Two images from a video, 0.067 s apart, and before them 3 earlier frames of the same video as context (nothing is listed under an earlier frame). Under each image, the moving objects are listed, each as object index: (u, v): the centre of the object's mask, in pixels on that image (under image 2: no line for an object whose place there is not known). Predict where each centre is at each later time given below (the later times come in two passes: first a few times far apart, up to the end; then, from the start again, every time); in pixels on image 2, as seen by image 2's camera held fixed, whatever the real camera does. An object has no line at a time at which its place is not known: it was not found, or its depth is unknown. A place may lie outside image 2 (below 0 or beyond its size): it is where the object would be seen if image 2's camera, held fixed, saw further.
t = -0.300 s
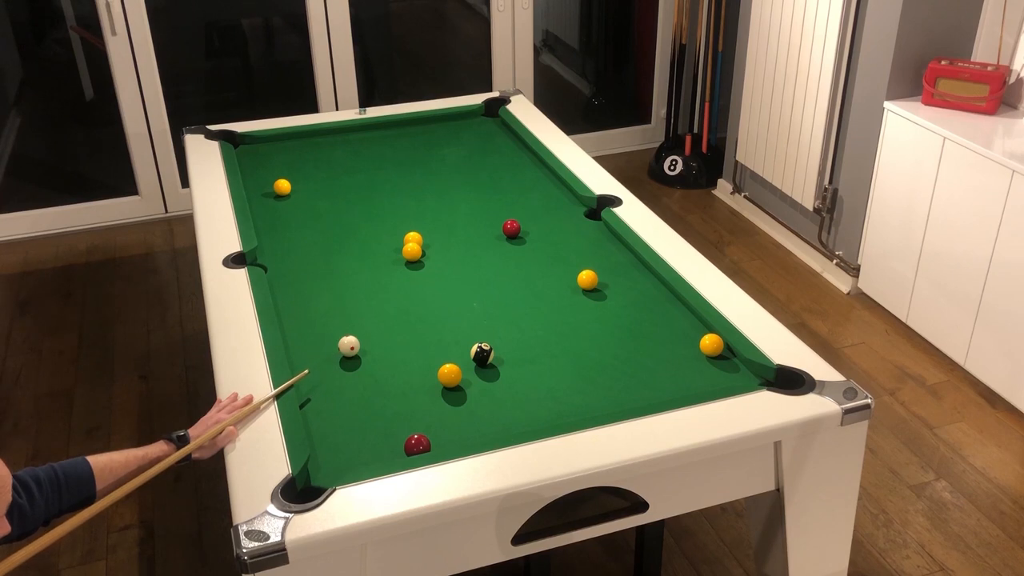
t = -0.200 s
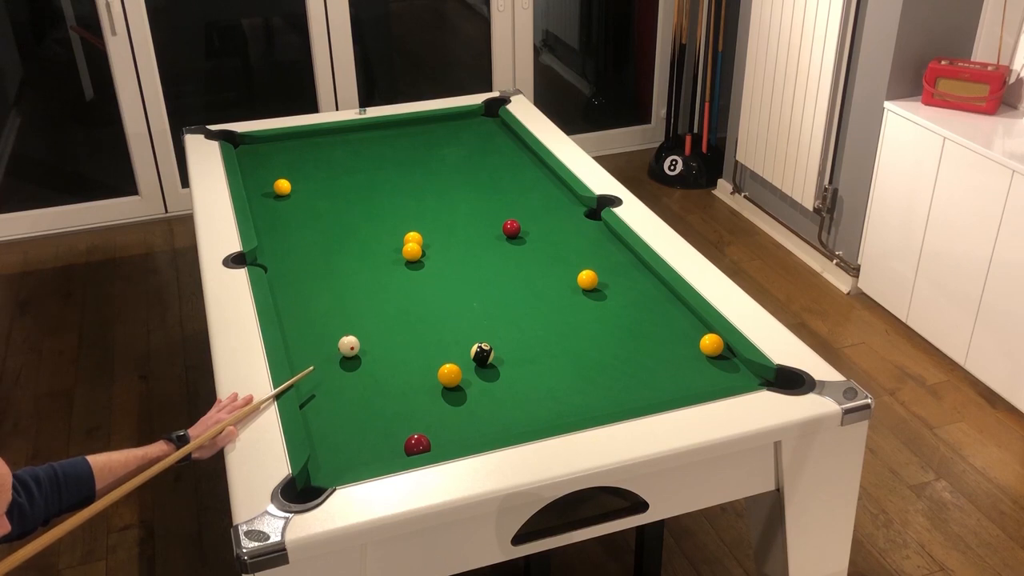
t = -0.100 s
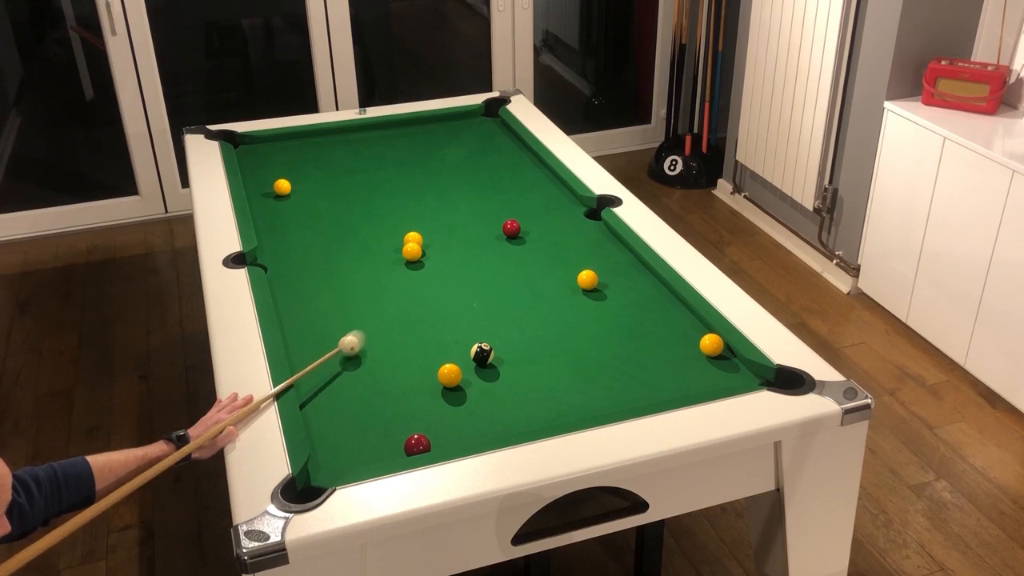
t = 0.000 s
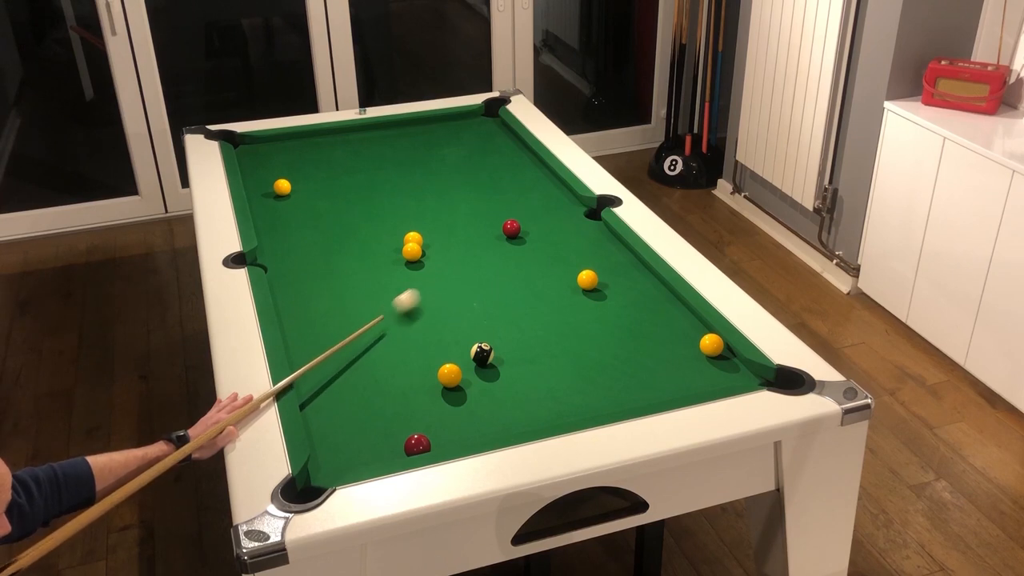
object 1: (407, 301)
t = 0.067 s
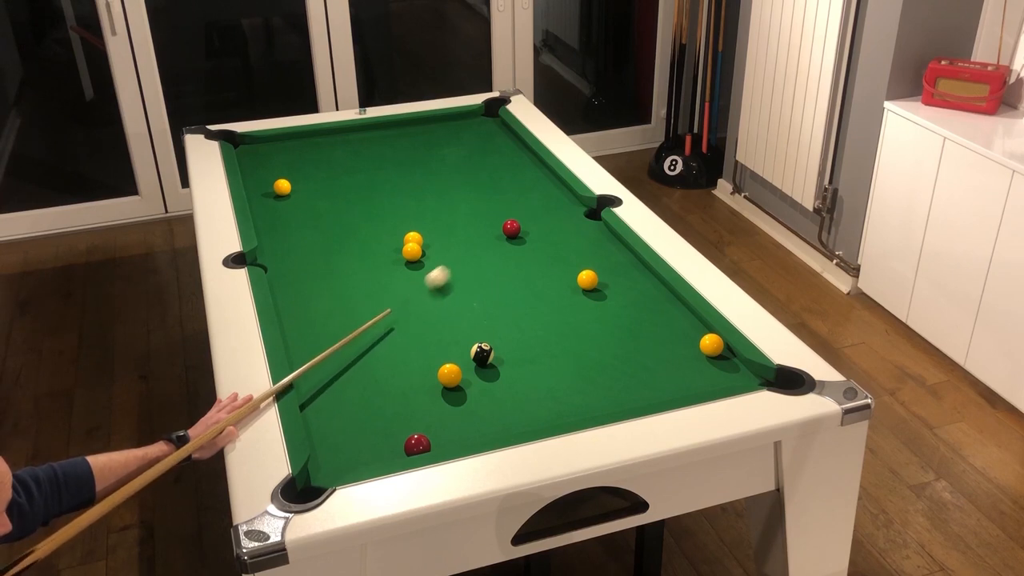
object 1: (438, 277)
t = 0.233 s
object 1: (492, 231)
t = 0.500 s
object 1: (467, 196)
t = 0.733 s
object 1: (456, 167)
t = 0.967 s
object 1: (447, 143)
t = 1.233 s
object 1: (437, 119)
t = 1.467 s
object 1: (451, 131)
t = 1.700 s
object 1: (464, 143)
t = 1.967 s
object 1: (480, 157)
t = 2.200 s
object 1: (494, 169)
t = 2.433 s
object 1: (508, 182)
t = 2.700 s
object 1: (524, 196)
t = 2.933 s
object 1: (539, 210)
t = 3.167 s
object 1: (554, 222)
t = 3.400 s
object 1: (568, 235)
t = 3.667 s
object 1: (585, 249)
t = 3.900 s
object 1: (599, 262)
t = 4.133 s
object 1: (614, 274)
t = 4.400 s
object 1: (630, 287)
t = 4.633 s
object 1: (643, 299)
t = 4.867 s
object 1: (656, 310)
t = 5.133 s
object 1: (670, 322)
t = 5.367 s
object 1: (681, 331)
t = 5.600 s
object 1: (690, 340)
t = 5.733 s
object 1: (689, 342)
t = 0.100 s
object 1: (451, 267)
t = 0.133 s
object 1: (465, 256)
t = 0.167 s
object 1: (477, 247)
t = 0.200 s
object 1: (490, 237)
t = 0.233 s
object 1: (492, 231)
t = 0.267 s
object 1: (487, 227)
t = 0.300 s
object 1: (482, 223)
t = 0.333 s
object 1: (478, 218)
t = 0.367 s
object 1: (475, 214)
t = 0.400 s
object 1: (473, 210)
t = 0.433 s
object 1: (471, 205)
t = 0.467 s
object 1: (469, 200)
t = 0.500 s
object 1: (467, 196)
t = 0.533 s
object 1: (466, 191)
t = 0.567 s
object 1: (464, 187)
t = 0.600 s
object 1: (462, 183)
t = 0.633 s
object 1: (461, 179)
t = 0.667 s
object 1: (459, 175)
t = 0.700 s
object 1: (458, 171)
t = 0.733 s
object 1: (456, 167)
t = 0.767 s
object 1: (455, 164)
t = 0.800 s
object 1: (453, 160)
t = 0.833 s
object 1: (452, 157)
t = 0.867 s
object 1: (450, 153)
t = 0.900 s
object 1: (449, 149)
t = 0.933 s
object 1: (448, 146)
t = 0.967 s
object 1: (447, 143)
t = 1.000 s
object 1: (445, 140)
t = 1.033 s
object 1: (444, 137)
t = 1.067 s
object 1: (443, 133)
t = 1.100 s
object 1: (442, 130)
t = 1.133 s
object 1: (440, 127)
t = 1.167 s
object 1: (439, 124)
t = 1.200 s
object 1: (438, 121)
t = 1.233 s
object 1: (437, 119)
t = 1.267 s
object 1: (439, 120)
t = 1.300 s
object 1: (441, 122)
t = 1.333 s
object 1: (443, 124)
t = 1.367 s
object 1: (445, 126)
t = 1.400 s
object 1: (447, 128)
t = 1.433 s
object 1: (449, 129)
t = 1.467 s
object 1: (451, 131)
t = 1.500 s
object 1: (453, 133)
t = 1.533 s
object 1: (455, 134)
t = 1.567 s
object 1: (457, 136)
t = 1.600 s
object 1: (458, 138)
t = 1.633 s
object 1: (460, 139)
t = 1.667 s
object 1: (462, 141)
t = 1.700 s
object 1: (464, 143)
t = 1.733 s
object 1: (466, 145)
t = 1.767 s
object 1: (468, 146)
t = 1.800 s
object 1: (470, 148)
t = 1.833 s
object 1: (472, 150)
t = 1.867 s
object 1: (474, 152)
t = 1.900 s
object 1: (476, 153)
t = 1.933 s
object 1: (478, 155)
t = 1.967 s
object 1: (480, 157)
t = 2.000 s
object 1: (482, 159)
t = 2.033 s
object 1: (484, 161)
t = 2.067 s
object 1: (486, 162)
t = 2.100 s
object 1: (488, 164)
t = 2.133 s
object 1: (490, 166)
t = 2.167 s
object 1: (492, 167)
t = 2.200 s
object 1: (494, 169)
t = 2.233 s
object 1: (496, 171)
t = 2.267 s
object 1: (498, 173)
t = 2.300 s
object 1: (500, 175)
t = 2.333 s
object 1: (502, 177)
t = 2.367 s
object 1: (504, 178)
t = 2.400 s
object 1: (506, 180)
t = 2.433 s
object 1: (508, 182)
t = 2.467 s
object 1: (510, 184)
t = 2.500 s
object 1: (512, 186)
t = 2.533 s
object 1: (514, 188)
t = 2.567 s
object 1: (516, 189)
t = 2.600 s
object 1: (518, 191)
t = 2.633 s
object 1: (520, 193)
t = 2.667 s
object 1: (522, 195)
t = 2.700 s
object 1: (524, 196)
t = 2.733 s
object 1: (527, 198)
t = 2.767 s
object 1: (529, 200)
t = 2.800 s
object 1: (531, 202)
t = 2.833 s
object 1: (533, 204)
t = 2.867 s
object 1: (535, 206)
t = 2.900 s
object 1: (537, 207)
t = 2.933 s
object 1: (539, 210)
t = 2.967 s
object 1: (541, 211)
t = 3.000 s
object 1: (543, 213)
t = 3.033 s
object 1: (545, 215)
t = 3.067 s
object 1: (547, 217)
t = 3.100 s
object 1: (549, 219)
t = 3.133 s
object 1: (551, 221)
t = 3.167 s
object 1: (554, 222)
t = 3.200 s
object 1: (555, 224)
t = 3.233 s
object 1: (558, 226)
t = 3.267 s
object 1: (560, 228)
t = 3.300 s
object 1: (562, 230)
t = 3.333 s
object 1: (564, 231)
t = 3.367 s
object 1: (566, 233)
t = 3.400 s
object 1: (568, 235)
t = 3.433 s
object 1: (570, 237)
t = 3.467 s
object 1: (572, 239)
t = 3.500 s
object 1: (574, 240)
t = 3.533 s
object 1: (577, 242)
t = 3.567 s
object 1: (579, 244)
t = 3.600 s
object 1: (581, 246)
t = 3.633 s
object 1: (583, 247)
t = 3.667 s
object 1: (585, 249)
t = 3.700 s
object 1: (587, 251)
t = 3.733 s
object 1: (589, 253)
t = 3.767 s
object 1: (591, 255)
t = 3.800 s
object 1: (593, 256)
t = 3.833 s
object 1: (595, 258)
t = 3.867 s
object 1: (598, 260)
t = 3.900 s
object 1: (599, 262)
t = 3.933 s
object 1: (602, 263)
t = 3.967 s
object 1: (604, 265)
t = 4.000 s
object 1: (606, 267)
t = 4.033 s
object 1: (608, 269)
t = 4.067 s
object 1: (610, 270)
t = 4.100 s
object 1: (612, 272)
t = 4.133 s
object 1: (614, 274)
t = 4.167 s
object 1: (616, 275)
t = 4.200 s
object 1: (618, 277)
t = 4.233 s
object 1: (620, 279)
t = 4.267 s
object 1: (622, 281)
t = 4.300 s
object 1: (624, 282)
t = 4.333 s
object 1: (626, 284)
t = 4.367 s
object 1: (628, 286)
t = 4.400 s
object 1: (630, 287)
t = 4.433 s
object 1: (632, 289)
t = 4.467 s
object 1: (634, 291)
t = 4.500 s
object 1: (636, 292)
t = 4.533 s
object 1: (638, 294)
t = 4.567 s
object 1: (639, 296)
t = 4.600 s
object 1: (641, 297)
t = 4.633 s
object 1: (643, 299)
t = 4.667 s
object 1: (645, 300)
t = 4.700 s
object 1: (647, 302)
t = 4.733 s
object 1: (649, 303)
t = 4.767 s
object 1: (651, 305)
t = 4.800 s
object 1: (653, 306)
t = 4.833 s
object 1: (655, 308)
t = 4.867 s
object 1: (656, 310)
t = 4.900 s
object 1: (658, 311)
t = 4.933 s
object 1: (660, 313)
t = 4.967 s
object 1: (662, 314)
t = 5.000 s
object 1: (664, 316)
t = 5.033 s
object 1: (665, 317)
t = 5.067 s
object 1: (667, 319)
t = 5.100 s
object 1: (669, 320)
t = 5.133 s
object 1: (670, 322)
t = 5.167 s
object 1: (672, 323)
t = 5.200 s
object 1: (674, 325)
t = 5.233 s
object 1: (675, 326)
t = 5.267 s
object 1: (677, 328)
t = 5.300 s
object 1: (678, 329)
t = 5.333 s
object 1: (680, 330)
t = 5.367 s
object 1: (681, 331)
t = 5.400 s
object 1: (683, 333)
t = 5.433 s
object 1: (684, 334)
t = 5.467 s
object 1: (686, 335)
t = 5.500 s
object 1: (687, 337)
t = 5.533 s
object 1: (688, 338)
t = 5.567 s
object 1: (689, 339)
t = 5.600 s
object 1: (690, 340)
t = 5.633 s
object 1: (689, 341)
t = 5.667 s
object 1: (689, 341)
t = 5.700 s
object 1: (689, 342)
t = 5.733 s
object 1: (689, 342)
